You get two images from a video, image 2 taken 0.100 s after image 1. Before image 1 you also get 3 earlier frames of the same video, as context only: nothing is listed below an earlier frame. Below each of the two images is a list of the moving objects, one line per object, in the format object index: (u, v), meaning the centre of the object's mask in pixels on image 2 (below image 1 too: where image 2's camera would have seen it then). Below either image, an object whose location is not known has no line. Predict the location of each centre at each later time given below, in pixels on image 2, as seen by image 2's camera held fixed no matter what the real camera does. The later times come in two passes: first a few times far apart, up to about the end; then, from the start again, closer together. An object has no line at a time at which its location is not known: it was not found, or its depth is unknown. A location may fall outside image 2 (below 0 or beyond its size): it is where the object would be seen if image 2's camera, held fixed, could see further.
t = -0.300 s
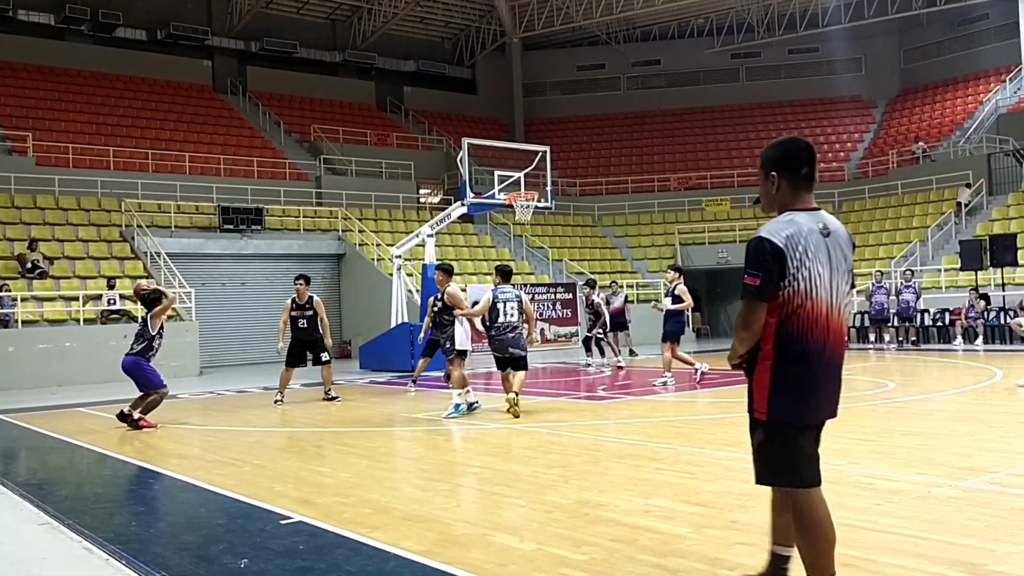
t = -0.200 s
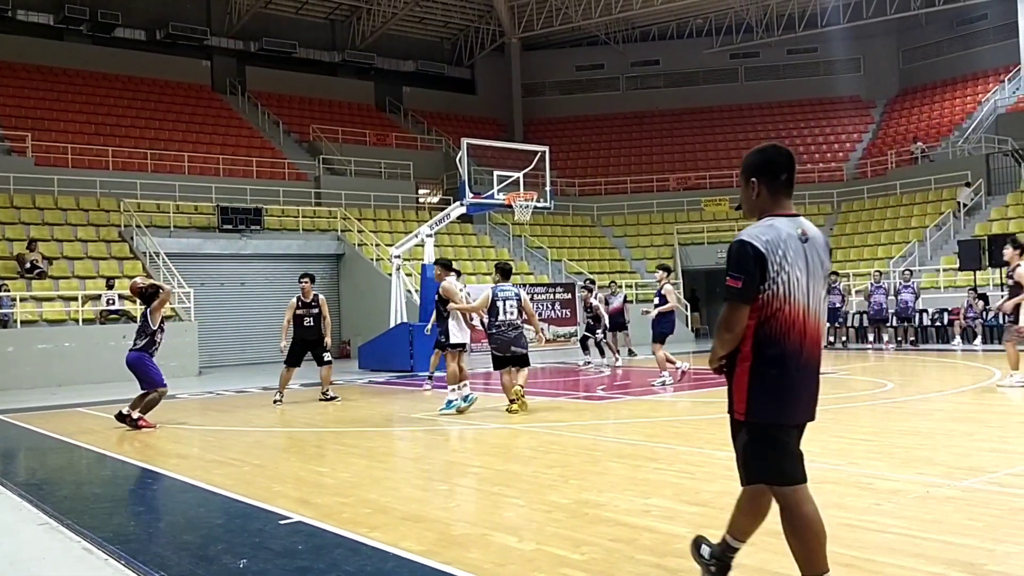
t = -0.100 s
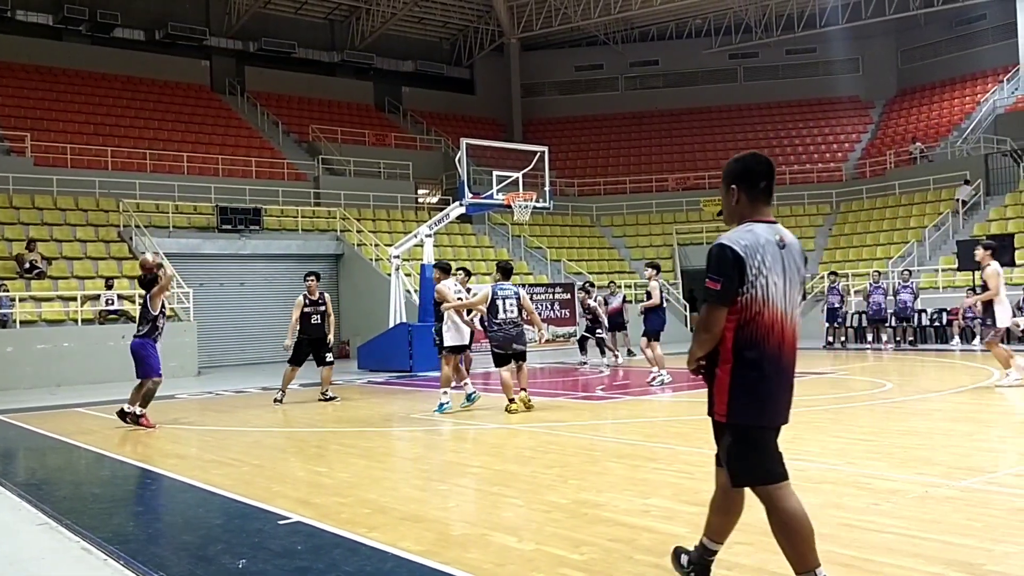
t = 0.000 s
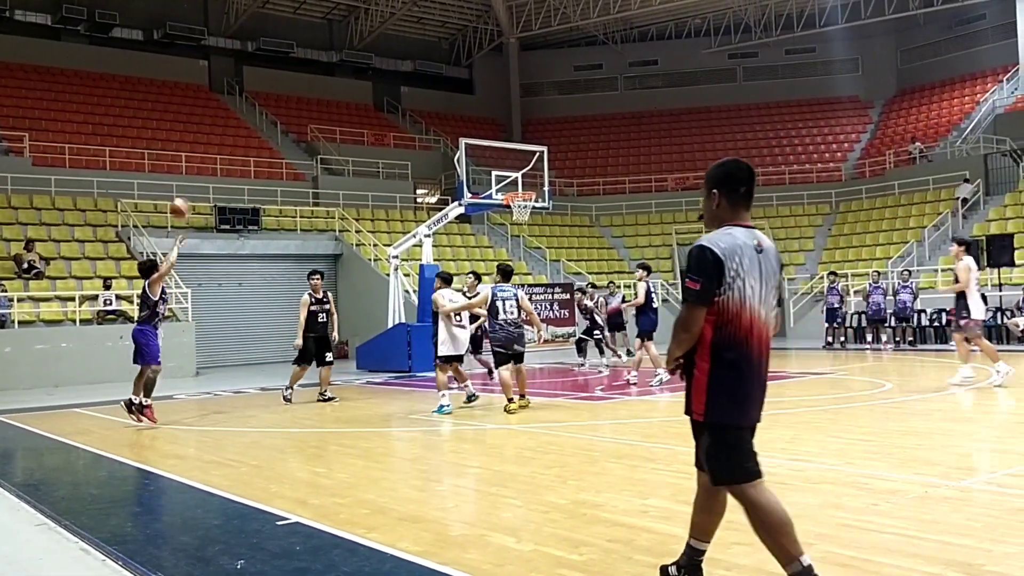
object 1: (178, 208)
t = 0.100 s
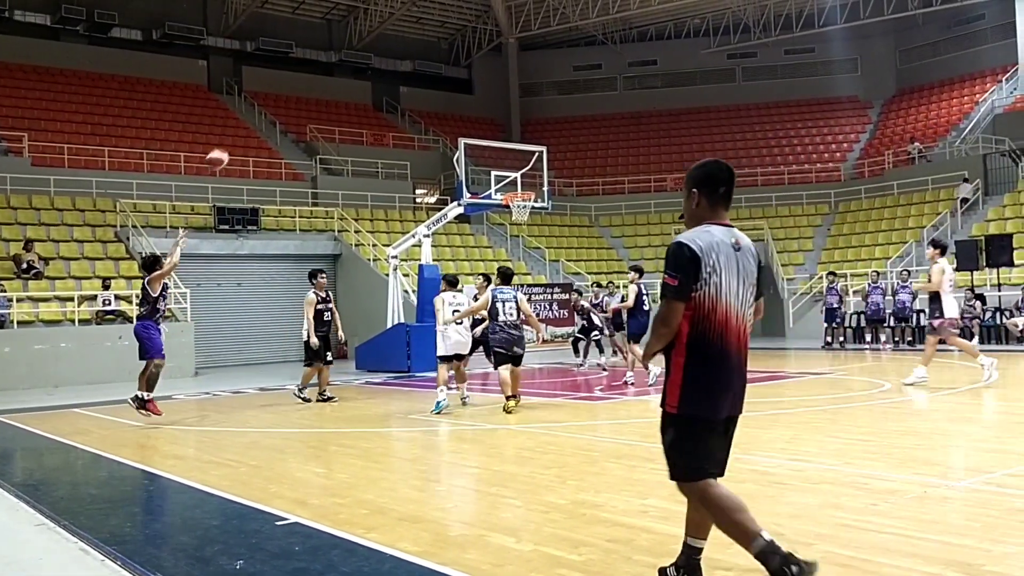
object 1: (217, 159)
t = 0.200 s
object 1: (253, 121)
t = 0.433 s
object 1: (324, 72)
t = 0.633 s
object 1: (378, 64)
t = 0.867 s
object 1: (432, 88)
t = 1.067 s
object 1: (475, 130)
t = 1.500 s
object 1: (539, 166)
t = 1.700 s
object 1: (563, 169)
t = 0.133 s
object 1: (229, 145)
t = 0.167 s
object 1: (241, 133)
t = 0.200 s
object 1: (253, 121)
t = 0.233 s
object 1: (264, 111)
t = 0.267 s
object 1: (274, 102)
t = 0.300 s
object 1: (285, 94)
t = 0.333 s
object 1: (296, 86)
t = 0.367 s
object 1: (305, 81)
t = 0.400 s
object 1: (315, 76)
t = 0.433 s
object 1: (324, 72)
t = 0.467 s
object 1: (334, 68)
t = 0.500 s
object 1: (343, 66)
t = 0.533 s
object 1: (352, 64)
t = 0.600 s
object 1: (370, 63)
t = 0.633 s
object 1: (378, 64)
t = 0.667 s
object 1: (386, 65)
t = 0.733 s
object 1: (402, 70)
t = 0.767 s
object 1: (410, 73)
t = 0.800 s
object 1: (417, 77)
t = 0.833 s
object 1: (425, 82)
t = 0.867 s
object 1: (432, 88)
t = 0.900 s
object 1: (440, 94)
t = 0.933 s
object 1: (447, 100)
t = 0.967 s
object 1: (454, 107)
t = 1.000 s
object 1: (461, 114)
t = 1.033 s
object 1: (468, 122)
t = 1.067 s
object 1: (475, 130)
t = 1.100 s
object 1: (482, 139)
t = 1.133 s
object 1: (488, 151)
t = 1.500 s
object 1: (539, 166)
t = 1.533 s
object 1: (543, 166)
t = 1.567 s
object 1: (547, 167)
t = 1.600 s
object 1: (550, 167)
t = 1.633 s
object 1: (554, 167)
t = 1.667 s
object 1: (558, 169)
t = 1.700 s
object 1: (563, 169)
